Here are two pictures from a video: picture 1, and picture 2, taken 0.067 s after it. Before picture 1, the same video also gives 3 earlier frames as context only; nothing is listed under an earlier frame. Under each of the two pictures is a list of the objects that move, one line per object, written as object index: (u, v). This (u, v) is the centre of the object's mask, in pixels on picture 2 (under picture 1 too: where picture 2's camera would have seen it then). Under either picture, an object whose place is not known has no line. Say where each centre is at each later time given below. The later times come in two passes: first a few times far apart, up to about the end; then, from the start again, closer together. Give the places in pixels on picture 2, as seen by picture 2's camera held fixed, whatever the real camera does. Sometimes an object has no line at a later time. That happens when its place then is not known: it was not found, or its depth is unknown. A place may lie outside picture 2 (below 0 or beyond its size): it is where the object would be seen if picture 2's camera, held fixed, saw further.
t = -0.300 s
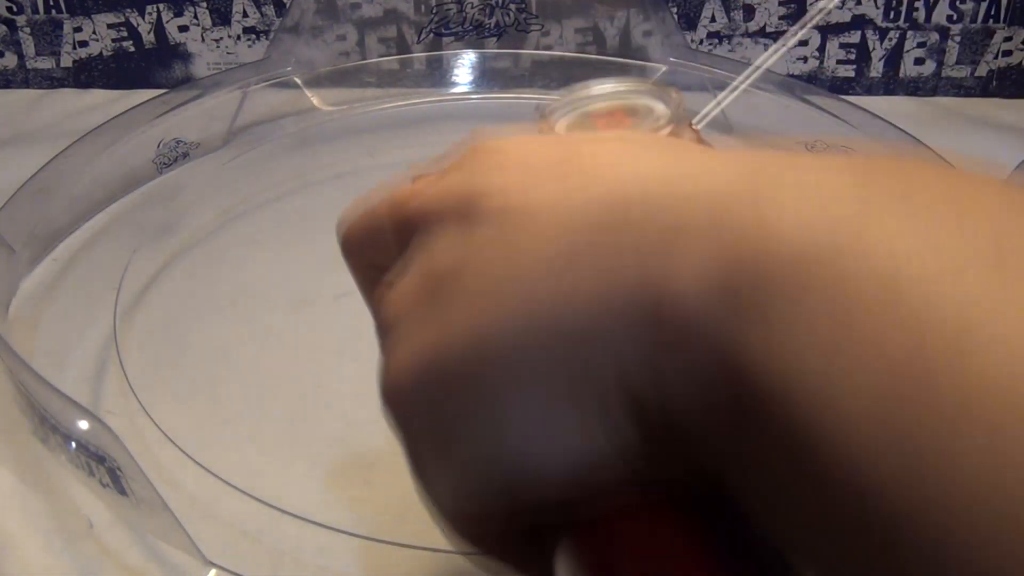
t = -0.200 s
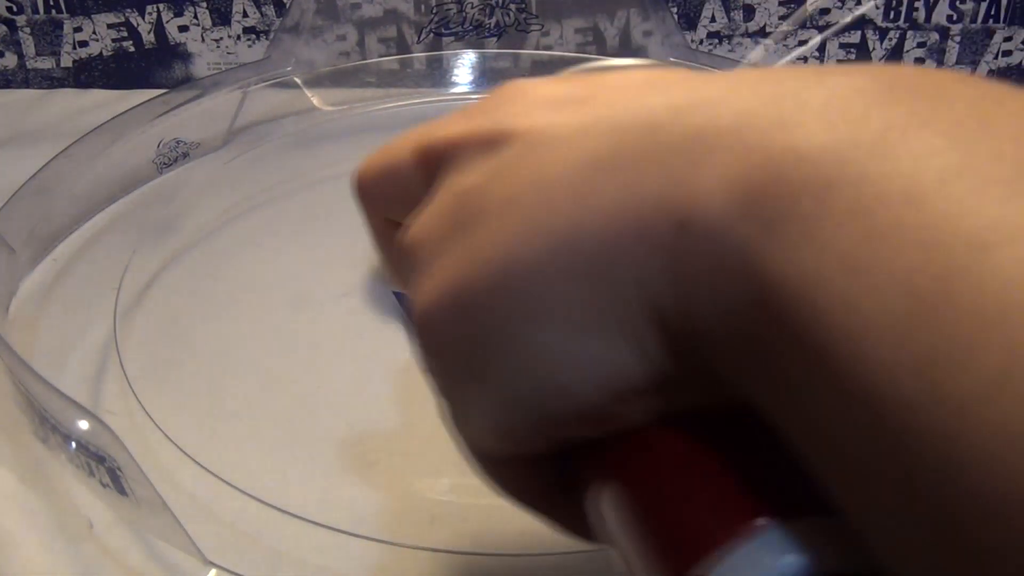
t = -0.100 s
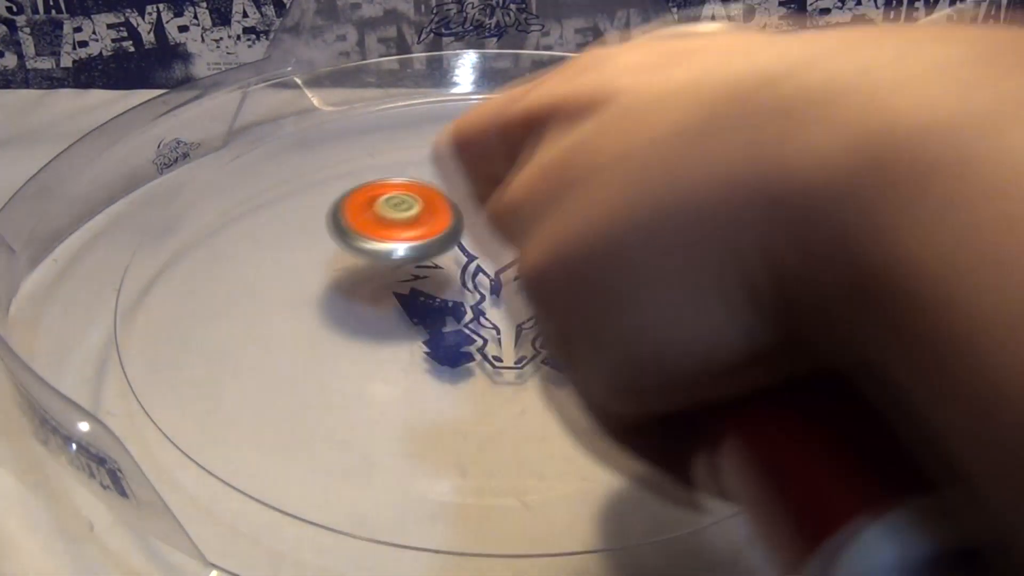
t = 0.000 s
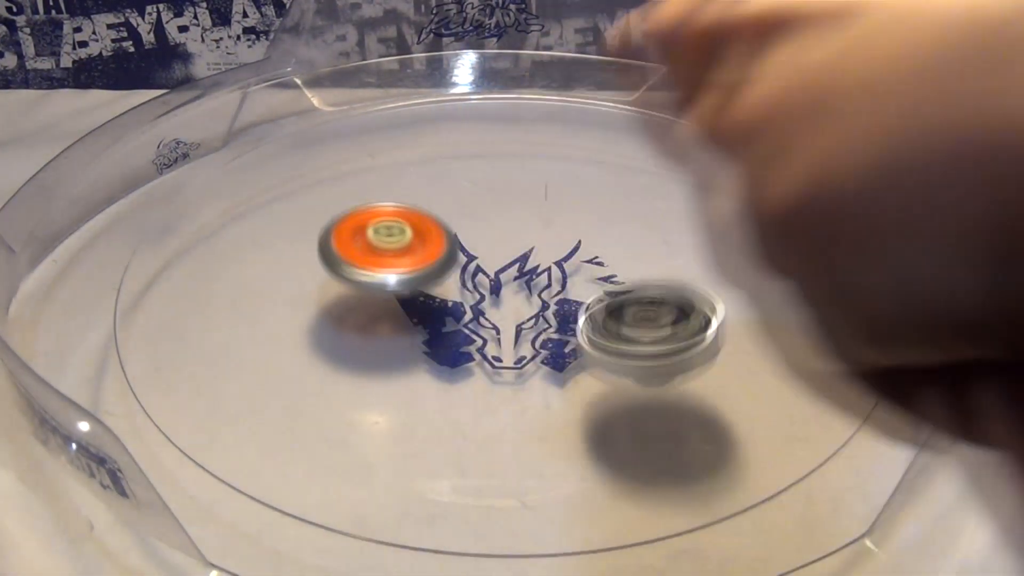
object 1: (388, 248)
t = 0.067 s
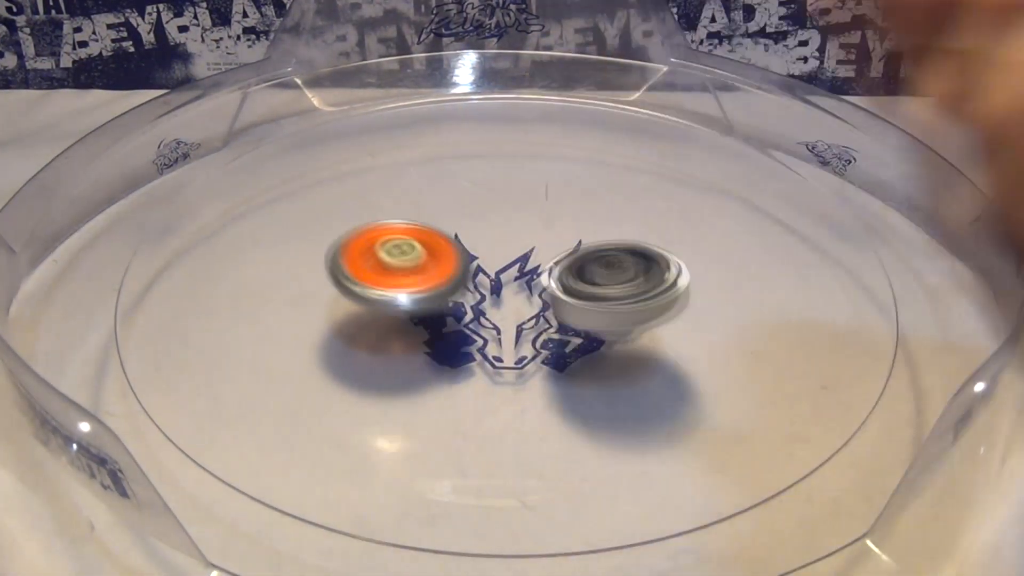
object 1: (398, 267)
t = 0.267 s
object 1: (144, 329)
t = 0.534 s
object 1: (390, 360)
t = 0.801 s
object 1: (603, 285)
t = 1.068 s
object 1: (524, 219)
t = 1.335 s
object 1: (400, 227)
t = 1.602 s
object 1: (409, 308)
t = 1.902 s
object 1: (572, 309)
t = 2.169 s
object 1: (591, 235)
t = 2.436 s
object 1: (480, 213)
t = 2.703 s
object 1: (345, 251)
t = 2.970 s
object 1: (435, 336)
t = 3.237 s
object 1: (745, 370)
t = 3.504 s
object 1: (826, 308)
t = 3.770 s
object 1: (623, 242)
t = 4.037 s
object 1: (570, 169)
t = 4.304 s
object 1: (365, 175)
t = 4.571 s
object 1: (216, 139)
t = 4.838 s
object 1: (435, 321)
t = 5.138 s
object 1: (269, 416)
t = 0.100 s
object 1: (408, 277)
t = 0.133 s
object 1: (422, 285)
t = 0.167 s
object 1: (415, 292)
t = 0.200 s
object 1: (321, 311)
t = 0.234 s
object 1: (228, 321)
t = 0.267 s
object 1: (144, 329)
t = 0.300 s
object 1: (97, 316)
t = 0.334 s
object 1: (92, 316)
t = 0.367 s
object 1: (119, 337)
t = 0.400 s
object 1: (165, 356)
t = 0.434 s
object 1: (222, 357)
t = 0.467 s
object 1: (278, 361)
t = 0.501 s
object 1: (333, 364)
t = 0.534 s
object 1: (390, 360)
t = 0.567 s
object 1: (441, 354)
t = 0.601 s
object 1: (490, 344)
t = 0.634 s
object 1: (532, 338)
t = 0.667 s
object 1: (564, 328)
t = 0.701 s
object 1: (583, 317)
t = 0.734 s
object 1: (596, 306)
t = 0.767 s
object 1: (602, 296)
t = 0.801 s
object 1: (603, 285)
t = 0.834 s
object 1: (600, 273)
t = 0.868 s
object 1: (595, 263)
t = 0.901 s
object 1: (587, 254)
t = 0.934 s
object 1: (577, 244)
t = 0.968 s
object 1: (566, 236)
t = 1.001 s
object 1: (553, 228)
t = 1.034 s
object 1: (539, 223)
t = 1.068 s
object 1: (524, 219)
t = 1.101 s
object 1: (508, 215)
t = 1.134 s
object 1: (491, 212)
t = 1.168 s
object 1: (475, 211)
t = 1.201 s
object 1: (458, 211)
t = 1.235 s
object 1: (442, 212)
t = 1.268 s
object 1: (426, 215)
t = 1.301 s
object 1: (412, 220)
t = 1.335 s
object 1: (400, 227)
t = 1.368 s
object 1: (390, 236)
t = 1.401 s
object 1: (383, 244)
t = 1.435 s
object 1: (379, 254)
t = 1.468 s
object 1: (378, 265)
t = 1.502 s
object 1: (380, 277)
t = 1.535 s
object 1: (386, 288)
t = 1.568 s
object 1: (396, 299)
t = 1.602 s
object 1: (409, 308)
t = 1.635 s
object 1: (424, 315)
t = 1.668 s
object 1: (441, 321)
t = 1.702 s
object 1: (461, 325)
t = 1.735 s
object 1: (482, 328)
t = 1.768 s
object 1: (502, 328)
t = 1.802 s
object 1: (523, 327)
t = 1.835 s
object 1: (541, 323)
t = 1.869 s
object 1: (557, 317)
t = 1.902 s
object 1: (572, 309)
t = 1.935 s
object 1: (584, 302)
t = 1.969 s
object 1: (594, 292)
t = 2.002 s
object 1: (600, 283)
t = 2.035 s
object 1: (604, 273)
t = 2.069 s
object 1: (605, 262)
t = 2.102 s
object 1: (603, 253)
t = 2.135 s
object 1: (599, 244)
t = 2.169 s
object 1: (591, 235)
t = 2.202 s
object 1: (582, 227)
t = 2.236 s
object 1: (571, 221)
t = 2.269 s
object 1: (558, 216)
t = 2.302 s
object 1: (543, 212)
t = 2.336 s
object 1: (528, 210)
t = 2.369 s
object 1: (511, 208)
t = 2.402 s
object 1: (495, 211)
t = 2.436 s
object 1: (480, 213)
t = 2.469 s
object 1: (464, 217)
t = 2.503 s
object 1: (433, 215)
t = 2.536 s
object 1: (400, 215)
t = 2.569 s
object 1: (379, 218)
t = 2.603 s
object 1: (364, 223)
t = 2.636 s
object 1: (354, 231)
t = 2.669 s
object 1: (347, 242)
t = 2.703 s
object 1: (345, 251)
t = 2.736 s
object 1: (346, 263)
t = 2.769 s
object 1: (350, 277)
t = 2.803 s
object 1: (358, 290)
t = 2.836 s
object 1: (370, 302)
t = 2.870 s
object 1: (383, 313)
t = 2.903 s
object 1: (399, 322)
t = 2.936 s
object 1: (416, 331)
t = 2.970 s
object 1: (435, 336)
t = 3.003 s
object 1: (455, 341)
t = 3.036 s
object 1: (478, 343)
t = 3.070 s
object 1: (499, 343)
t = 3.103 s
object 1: (518, 342)
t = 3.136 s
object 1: (538, 340)
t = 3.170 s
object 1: (604, 350)
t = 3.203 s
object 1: (676, 364)
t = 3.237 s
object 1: (745, 370)
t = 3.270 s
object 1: (796, 372)
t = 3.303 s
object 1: (839, 373)
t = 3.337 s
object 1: (865, 367)
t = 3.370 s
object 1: (871, 356)
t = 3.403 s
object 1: (867, 345)
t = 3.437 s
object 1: (857, 331)
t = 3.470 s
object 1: (843, 319)
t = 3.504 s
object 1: (826, 308)
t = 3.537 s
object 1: (807, 298)
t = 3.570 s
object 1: (782, 288)
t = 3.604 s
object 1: (756, 279)
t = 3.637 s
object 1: (729, 271)
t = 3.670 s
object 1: (700, 263)
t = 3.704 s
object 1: (674, 254)
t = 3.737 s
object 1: (647, 247)
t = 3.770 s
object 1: (623, 242)
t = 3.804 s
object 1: (632, 214)
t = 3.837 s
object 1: (641, 191)
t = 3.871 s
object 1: (643, 173)
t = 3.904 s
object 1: (637, 164)
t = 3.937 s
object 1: (626, 161)
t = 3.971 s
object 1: (609, 161)
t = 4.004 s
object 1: (590, 164)
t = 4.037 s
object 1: (570, 169)
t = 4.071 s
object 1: (551, 176)
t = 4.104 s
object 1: (532, 184)
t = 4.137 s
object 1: (515, 191)
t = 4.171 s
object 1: (500, 200)
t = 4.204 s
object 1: (485, 210)
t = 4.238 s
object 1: (472, 221)
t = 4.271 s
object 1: (444, 218)
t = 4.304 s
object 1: (365, 175)
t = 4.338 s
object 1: (301, 133)
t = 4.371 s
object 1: (248, 97)
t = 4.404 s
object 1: (211, 70)
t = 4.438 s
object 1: (184, 66)
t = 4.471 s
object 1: (181, 71)
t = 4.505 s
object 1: (189, 92)
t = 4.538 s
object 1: (202, 113)
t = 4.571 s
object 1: (216, 139)
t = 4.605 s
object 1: (234, 165)
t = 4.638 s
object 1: (255, 190)
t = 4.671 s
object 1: (282, 219)
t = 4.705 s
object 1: (311, 244)
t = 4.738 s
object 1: (340, 266)
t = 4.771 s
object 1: (375, 288)
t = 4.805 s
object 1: (407, 307)
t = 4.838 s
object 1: (435, 321)
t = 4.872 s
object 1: (458, 330)
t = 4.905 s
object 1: (476, 334)
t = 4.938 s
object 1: (492, 331)
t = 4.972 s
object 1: (505, 327)
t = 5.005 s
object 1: (473, 350)
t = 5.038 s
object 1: (363, 417)
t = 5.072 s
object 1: (260, 452)
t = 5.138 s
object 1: (269, 416)
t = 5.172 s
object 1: (289, 457)
